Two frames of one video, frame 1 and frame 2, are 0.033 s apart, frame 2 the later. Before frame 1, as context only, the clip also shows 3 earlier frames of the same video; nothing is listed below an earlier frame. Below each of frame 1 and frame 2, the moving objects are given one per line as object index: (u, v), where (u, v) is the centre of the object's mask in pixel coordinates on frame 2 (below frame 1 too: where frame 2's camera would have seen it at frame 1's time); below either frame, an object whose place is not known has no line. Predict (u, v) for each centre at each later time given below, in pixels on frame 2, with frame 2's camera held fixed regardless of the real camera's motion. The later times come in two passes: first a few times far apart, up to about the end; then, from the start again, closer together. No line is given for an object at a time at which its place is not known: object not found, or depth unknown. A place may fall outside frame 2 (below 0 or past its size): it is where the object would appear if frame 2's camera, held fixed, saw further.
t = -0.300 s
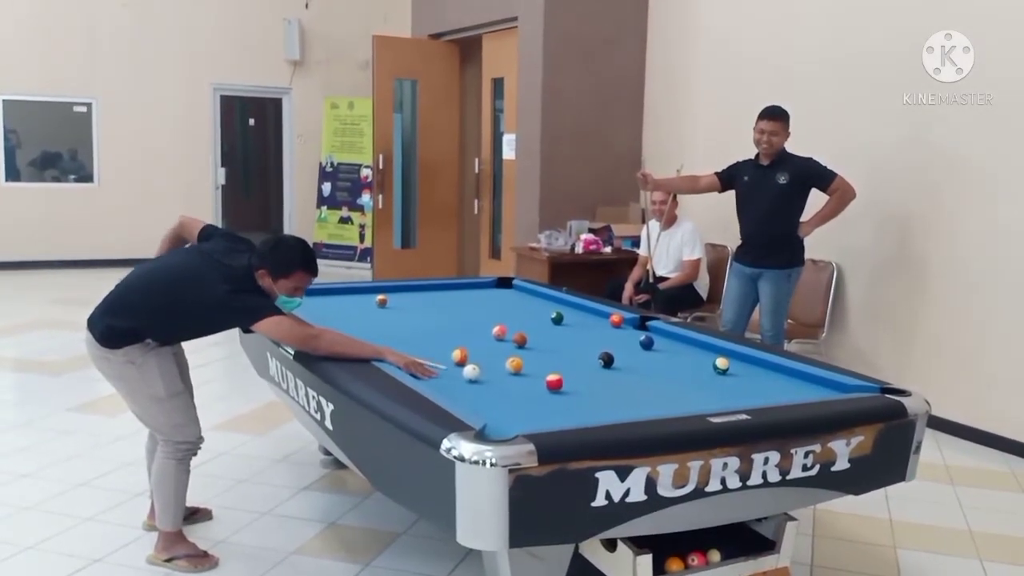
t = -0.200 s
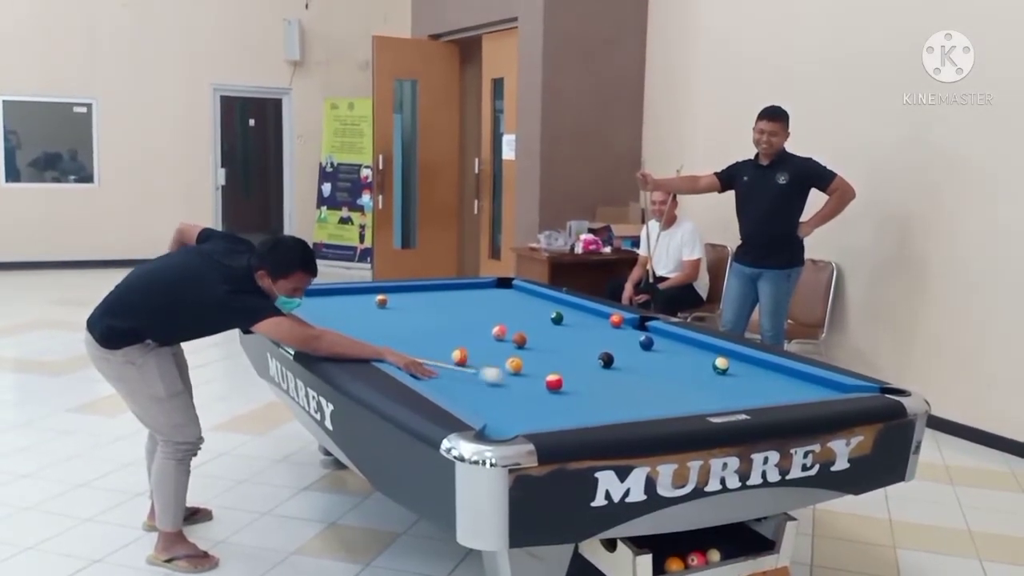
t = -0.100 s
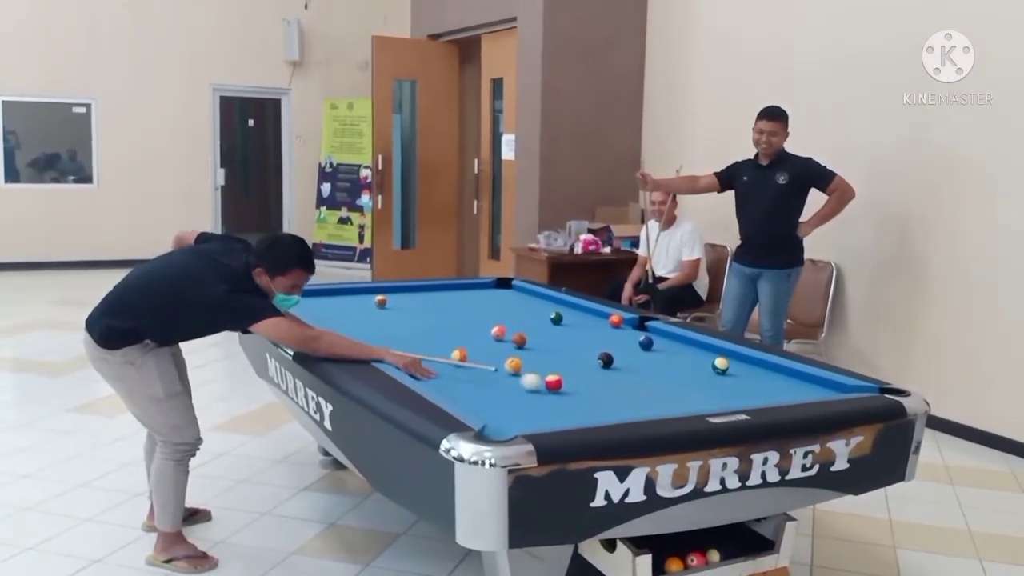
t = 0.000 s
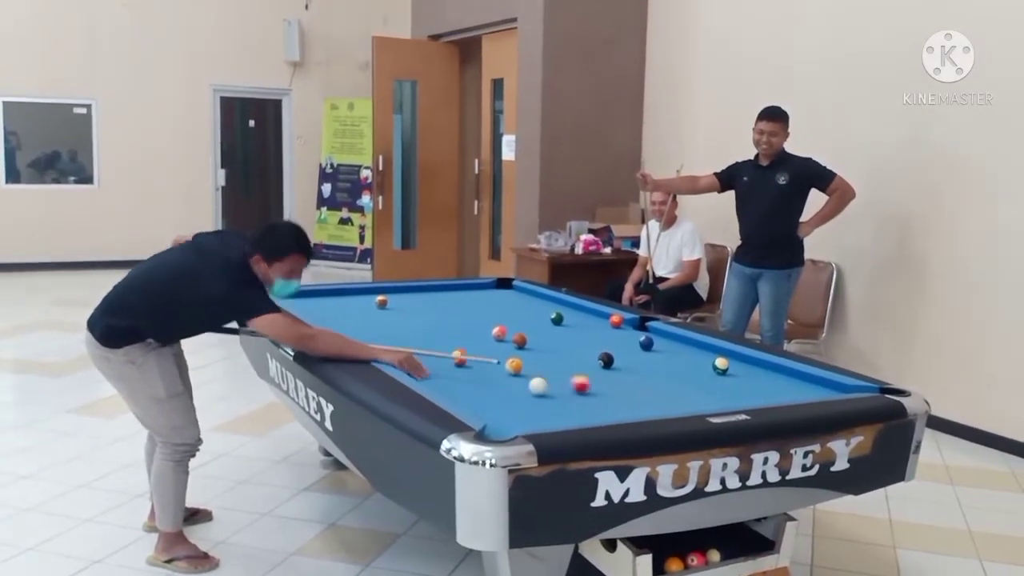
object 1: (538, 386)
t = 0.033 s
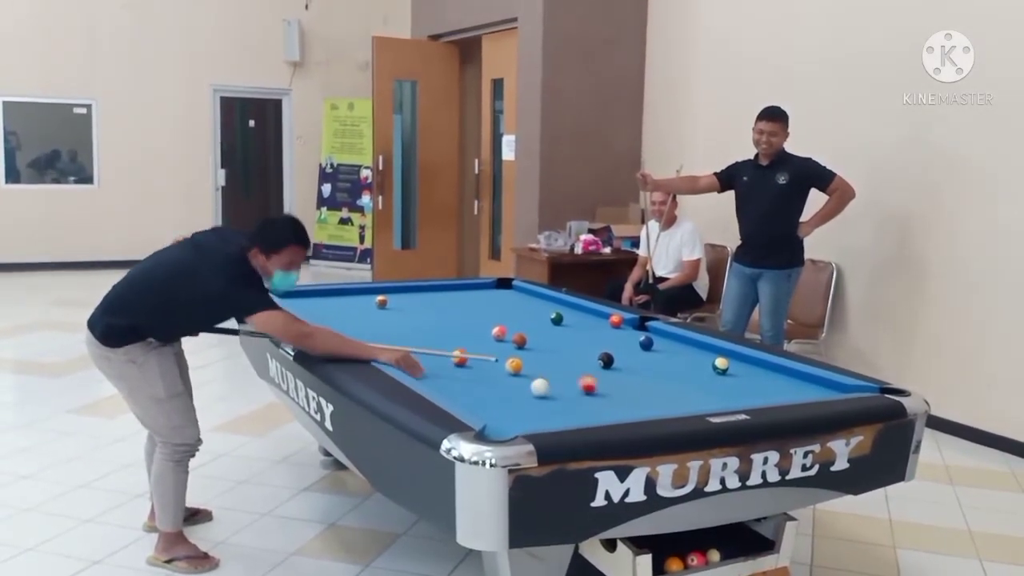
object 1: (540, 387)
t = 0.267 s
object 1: (553, 397)
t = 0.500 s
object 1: (567, 406)
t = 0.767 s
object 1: (581, 415)
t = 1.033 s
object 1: (579, 416)
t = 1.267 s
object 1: (565, 413)
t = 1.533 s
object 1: (550, 408)
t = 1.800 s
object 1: (538, 403)
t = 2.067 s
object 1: (528, 399)
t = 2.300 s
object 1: (521, 397)
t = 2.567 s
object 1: (514, 394)
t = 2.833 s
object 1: (508, 391)
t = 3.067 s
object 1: (503, 389)
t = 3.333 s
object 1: (499, 387)
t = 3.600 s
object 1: (497, 386)
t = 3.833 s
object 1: (496, 386)
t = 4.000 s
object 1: (495, 385)
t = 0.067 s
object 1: (542, 389)
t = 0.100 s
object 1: (543, 390)
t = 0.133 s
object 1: (546, 391)
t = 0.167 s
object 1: (548, 393)
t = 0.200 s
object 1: (549, 394)
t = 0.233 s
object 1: (551, 396)
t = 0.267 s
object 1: (553, 397)
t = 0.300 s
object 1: (555, 398)
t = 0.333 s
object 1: (557, 399)
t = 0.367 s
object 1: (559, 401)
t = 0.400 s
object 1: (561, 402)
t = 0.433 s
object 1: (563, 404)
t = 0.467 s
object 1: (565, 405)
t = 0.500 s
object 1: (567, 406)
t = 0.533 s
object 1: (569, 407)
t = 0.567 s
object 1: (571, 409)
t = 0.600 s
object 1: (572, 410)
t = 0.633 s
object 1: (574, 411)
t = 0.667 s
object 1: (576, 412)
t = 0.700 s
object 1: (578, 413)
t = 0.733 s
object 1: (580, 414)
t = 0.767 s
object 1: (581, 415)
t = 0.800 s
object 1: (583, 416)
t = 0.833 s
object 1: (585, 417)
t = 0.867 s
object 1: (587, 418)
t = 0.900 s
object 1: (588, 418)
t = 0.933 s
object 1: (586, 418)
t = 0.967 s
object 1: (583, 417)
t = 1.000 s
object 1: (581, 417)
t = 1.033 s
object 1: (579, 416)
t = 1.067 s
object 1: (577, 416)
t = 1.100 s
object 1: (575, 415)
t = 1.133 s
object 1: (572, 415)
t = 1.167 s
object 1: (571, 415)
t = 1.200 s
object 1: (569, 414)
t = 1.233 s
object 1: (567, 413)
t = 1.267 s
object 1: (565, 413)
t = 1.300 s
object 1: (563, 413)
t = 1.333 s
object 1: (561, 412)
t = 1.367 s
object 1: (560, 412)
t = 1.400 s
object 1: (558, 411)
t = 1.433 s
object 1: (556, 410)
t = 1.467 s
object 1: (554, 409)
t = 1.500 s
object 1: (552, 409)
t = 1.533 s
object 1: (550, 408)
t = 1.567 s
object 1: (549, 408)
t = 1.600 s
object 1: (547, 407)
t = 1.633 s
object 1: (545, 406)
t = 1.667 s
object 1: (544, 406)
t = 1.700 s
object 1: (543, 405)
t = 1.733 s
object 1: (541, 404)
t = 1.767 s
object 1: (540, 404)
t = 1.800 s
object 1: (538, 403)
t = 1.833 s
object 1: (537, 403)
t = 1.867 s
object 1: (535, 402)
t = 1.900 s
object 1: (534, 402)
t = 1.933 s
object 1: (533, 401)
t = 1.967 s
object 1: (531, 401)
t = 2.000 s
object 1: (530, 400)
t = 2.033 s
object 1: (529, 400)
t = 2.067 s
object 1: (528, 399)
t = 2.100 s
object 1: (527, 399)
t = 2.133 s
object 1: (526, 398)
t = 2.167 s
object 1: (524, 398)
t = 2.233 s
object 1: (523, 398)
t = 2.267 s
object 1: (522, 397)
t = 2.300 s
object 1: (521, 397)
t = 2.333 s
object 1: (520, 396)
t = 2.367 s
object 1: (519, 396)
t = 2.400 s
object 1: (518, 395)
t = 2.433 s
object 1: (517, 395)
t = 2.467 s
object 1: (516, 395)
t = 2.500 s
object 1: (515, 394)
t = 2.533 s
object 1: (514, 394)
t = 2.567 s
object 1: (514, 394)
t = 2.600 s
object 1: (513, 393)
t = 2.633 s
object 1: (512, 393)
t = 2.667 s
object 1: (511, 393)
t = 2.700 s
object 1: (510, 393)
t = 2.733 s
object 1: (509, 392)
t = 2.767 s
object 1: (509, 392)
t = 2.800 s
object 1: (508, 392)
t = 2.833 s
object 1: (508, 391)
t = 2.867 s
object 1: (507, 391)
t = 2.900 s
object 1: (506, 391)
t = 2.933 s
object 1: (505, 390)
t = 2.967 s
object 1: (505, 390)
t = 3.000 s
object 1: (504, 390)
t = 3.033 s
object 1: (503, 389)
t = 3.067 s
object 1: (503, 389)
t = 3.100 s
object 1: (502, 389)
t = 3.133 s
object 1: (502, 389)
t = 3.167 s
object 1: (501, 388)
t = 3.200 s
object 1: (501, 388)
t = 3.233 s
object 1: (500, 388)
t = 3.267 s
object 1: (500, 388)
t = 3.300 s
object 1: (500, 388)
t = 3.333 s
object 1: (499, 387)
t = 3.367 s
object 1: (499, 387)
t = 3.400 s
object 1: (499, 387)
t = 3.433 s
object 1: (498, 387)
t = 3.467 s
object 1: (498, 387)
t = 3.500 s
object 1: (498, 387)
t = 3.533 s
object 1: (498, 386)
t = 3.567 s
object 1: (497, 386)
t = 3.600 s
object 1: (497, 386)
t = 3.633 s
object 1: (497, 386)
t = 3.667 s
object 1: (497, 386)
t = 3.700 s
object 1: (496, 386)
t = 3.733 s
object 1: (496, 386)
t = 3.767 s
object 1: (496, 386)
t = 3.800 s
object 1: (496, 386)
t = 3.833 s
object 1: (496, 386)
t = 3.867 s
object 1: (496, 386)
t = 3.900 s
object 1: (495, 386)
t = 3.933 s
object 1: (495, 386)
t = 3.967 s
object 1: (495, 386)
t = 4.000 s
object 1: (495, 385)
